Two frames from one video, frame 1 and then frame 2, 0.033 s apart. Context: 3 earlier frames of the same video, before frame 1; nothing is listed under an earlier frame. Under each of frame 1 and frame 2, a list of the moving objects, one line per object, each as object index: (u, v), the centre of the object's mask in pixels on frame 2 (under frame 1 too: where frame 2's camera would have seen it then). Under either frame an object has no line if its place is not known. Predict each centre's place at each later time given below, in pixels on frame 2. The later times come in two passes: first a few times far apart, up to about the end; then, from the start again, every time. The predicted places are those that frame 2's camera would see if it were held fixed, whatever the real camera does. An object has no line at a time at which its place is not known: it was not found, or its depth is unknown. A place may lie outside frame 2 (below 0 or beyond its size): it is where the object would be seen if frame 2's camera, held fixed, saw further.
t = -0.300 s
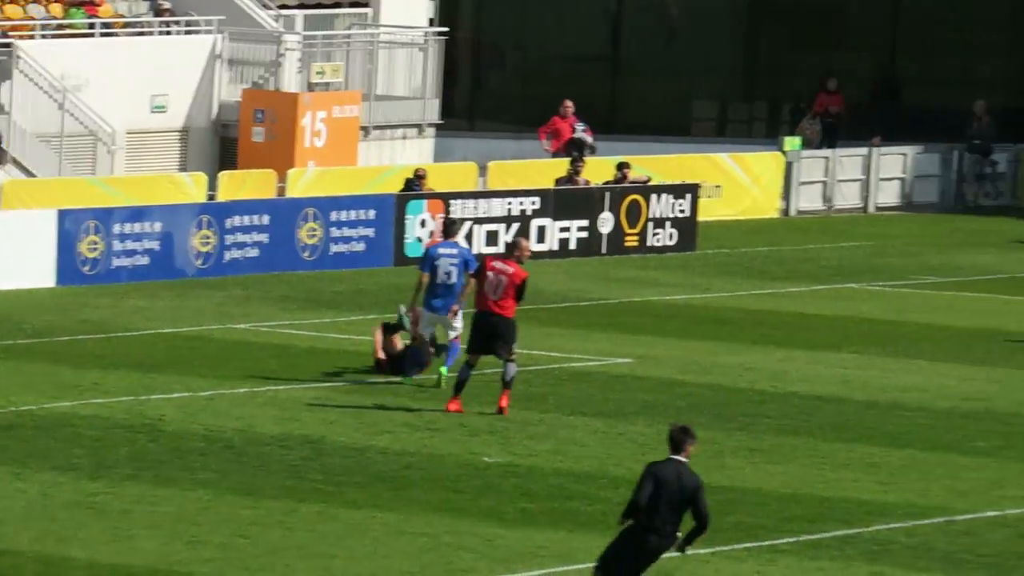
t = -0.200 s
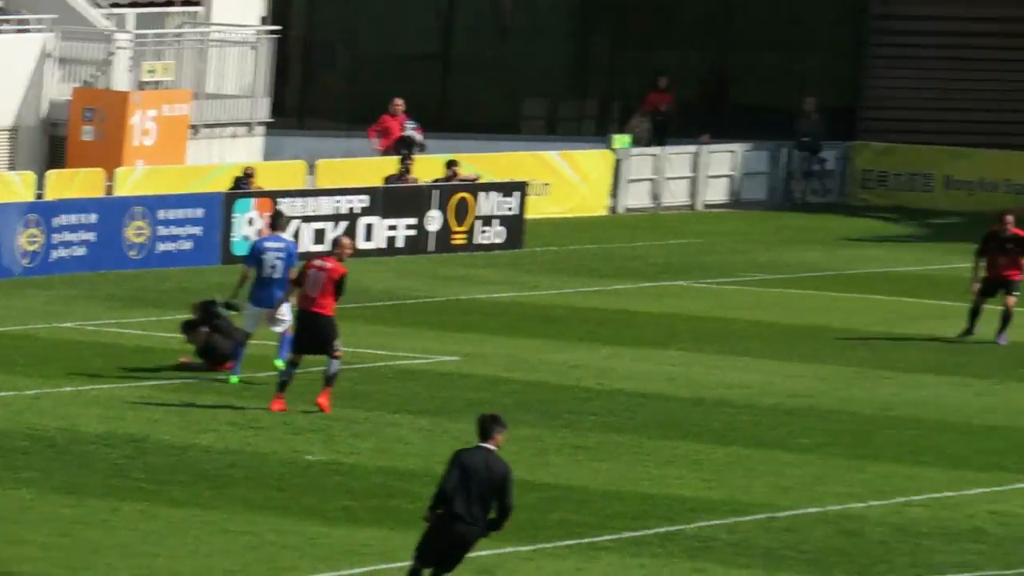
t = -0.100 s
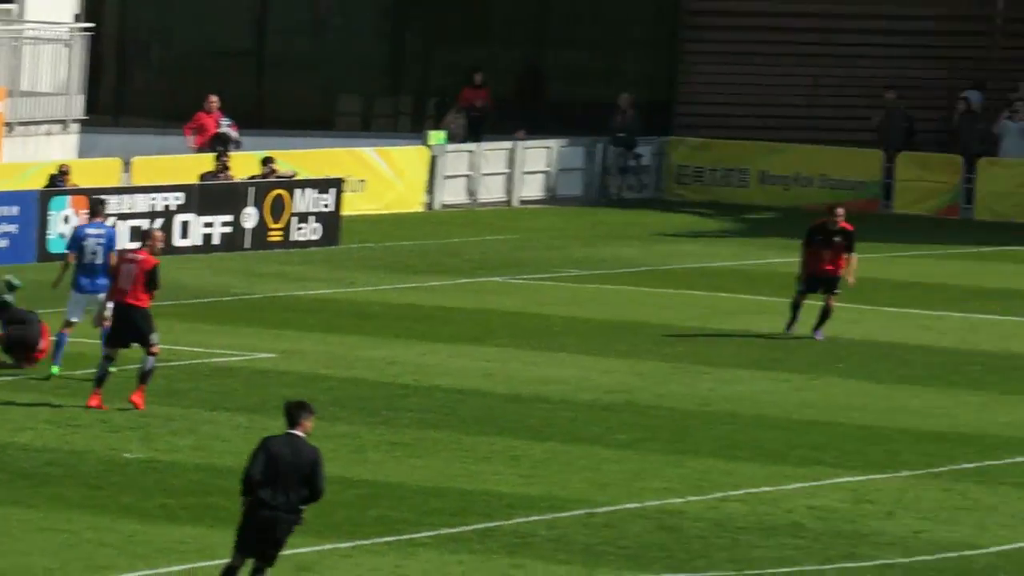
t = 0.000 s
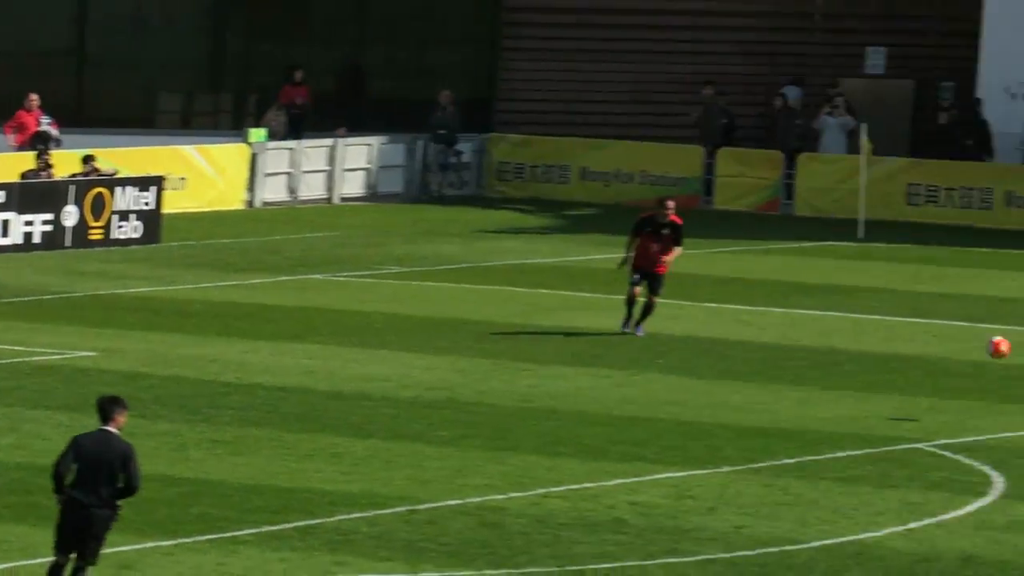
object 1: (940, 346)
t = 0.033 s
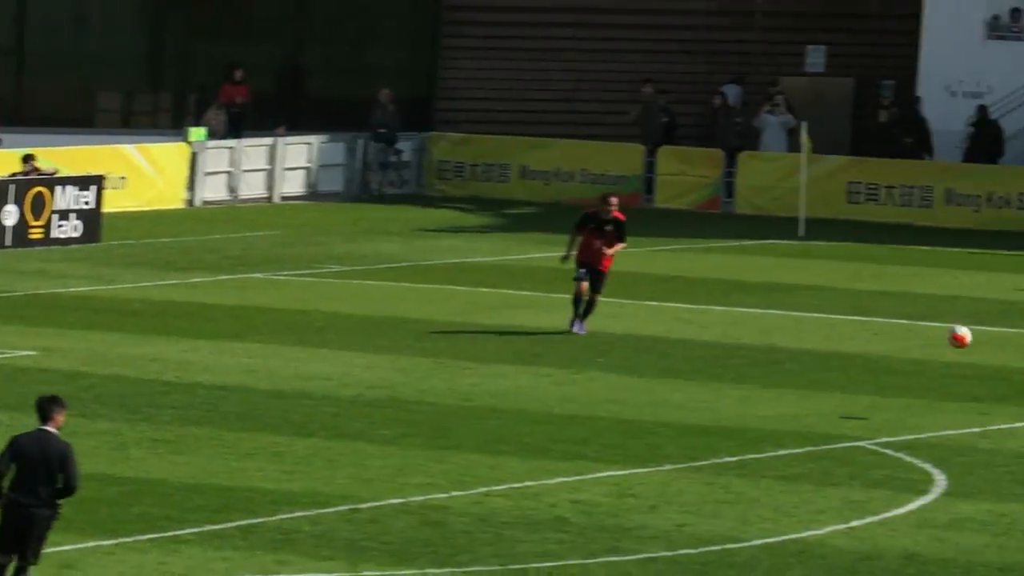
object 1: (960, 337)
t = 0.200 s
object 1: (1062, 310)
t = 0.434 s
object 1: (1211, 321)
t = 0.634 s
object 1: (1350, 376)
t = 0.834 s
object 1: (1477, 409)
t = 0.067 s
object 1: (980, 329)
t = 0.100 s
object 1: (1001, 322)
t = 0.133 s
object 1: (1022, 317)
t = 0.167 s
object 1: (1041, 313)
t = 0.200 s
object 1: (1062, 310)
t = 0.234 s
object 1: (1084, 307)
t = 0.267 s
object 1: (1104, 308)
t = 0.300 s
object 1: (1123, 309)
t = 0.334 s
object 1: (1145, 309)
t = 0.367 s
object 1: (1168, 312)
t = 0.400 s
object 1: (1189, 317)
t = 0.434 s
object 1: (1211, 321)
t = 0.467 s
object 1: (1234, 326)
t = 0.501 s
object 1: (1257, 334)
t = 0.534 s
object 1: (1279, 343)
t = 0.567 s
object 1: (1302, 352)
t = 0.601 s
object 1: (1327, 362)
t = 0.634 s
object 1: (1350, 376)
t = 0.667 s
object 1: (1372, 391)
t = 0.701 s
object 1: (1394, 407)
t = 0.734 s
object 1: (1415, 425)
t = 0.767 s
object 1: (1435, 433)
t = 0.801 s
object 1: (1456, 421)
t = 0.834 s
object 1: (1477, 409)
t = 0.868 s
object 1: (1498, 400)
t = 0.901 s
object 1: (1518, 393)
